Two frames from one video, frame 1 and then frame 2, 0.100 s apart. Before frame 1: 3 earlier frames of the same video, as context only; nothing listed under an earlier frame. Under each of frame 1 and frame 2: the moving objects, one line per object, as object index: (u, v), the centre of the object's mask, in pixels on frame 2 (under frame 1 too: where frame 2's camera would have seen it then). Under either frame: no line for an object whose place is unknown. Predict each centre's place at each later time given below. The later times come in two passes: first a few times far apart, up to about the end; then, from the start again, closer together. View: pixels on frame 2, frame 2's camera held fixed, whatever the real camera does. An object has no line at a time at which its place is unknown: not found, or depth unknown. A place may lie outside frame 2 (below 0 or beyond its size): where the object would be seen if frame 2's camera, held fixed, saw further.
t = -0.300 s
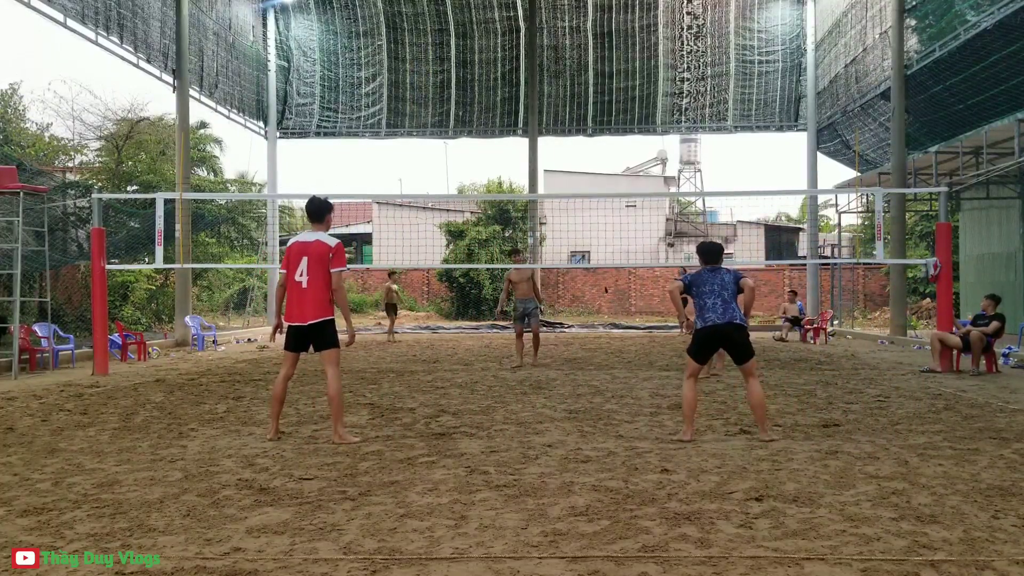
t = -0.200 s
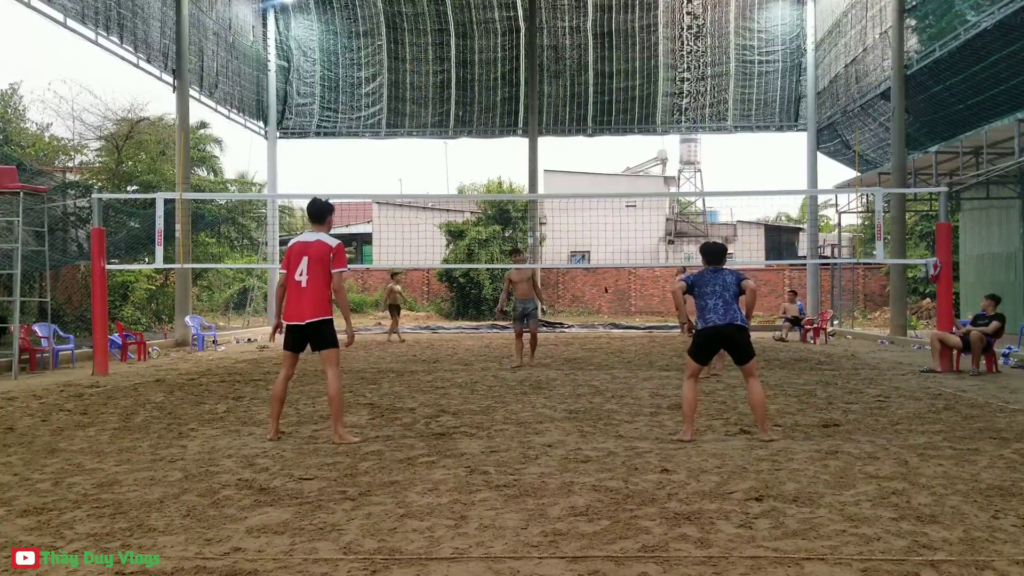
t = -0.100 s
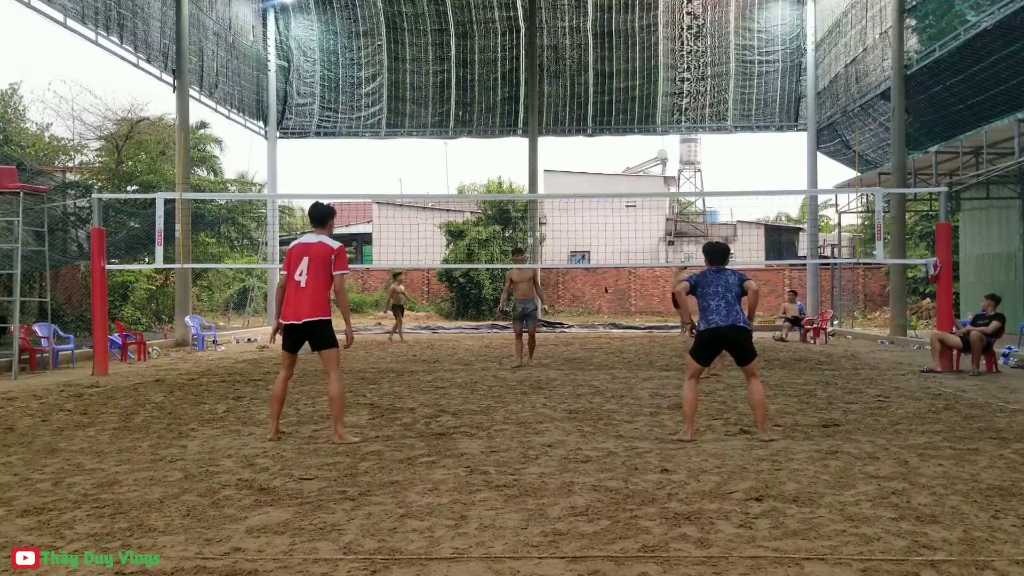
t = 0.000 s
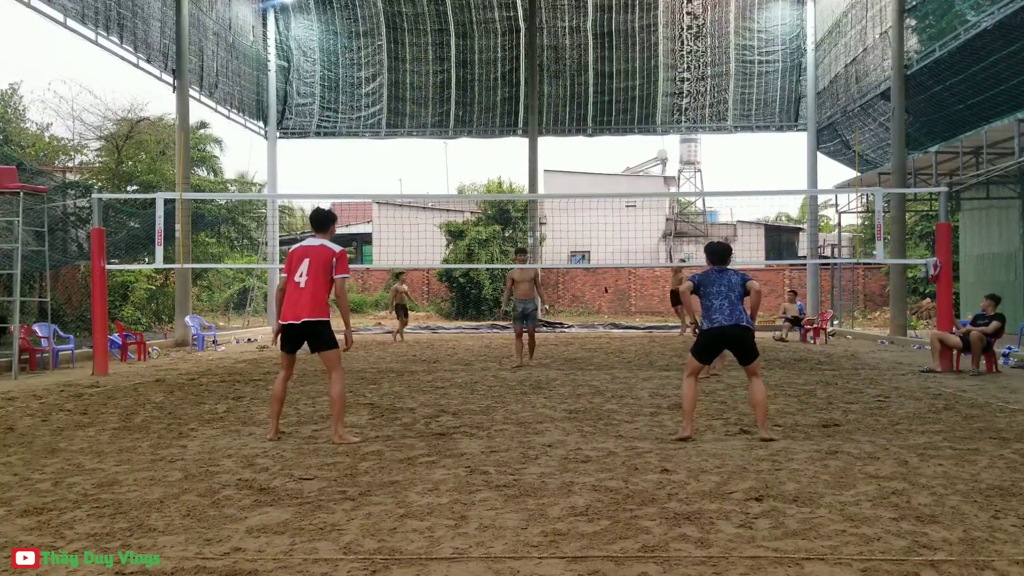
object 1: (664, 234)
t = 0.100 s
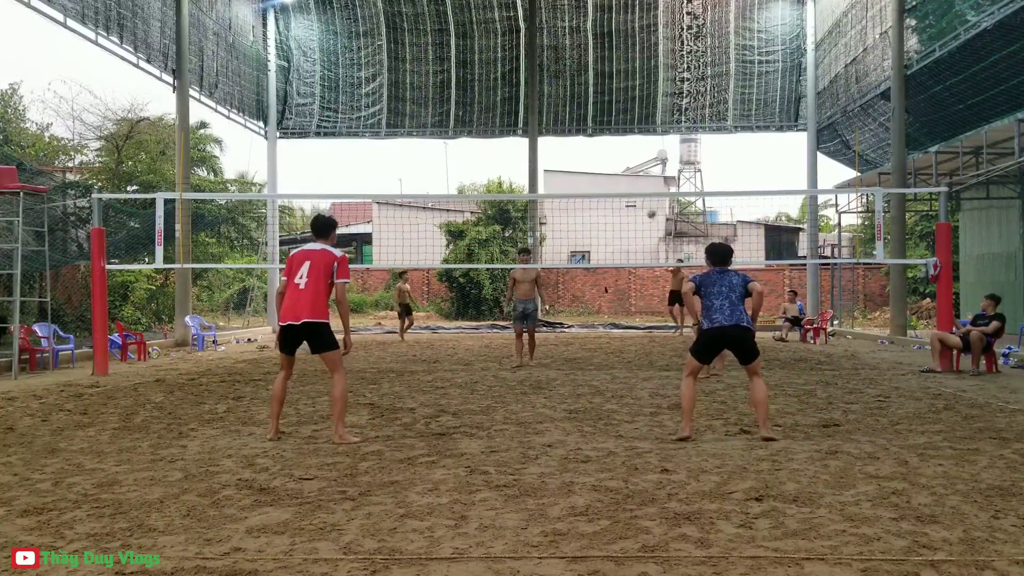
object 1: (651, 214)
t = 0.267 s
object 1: (626, 183)
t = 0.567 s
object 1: (566, 145)
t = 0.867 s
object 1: (481, 167)
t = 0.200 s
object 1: (636, 191)
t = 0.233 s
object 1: (631, 188)
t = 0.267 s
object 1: (626, 183)
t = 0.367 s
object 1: (608, 166)
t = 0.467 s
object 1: (589, 153)
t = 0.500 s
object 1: (581, 149)
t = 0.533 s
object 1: (574, 147)
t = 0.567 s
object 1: (566, 145)
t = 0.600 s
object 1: (558, 143)
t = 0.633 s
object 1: (550, 143)
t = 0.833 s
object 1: (493, 160)
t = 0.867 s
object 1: (481, 167)
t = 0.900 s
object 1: (468, 175)
